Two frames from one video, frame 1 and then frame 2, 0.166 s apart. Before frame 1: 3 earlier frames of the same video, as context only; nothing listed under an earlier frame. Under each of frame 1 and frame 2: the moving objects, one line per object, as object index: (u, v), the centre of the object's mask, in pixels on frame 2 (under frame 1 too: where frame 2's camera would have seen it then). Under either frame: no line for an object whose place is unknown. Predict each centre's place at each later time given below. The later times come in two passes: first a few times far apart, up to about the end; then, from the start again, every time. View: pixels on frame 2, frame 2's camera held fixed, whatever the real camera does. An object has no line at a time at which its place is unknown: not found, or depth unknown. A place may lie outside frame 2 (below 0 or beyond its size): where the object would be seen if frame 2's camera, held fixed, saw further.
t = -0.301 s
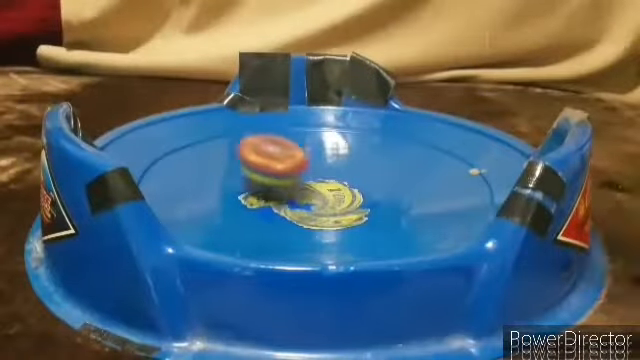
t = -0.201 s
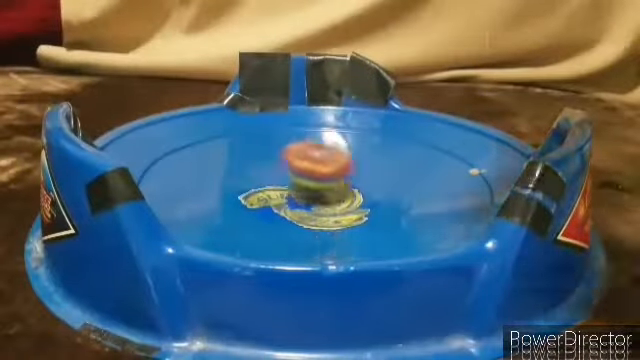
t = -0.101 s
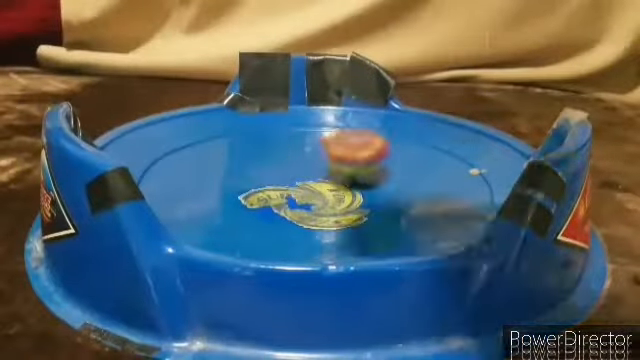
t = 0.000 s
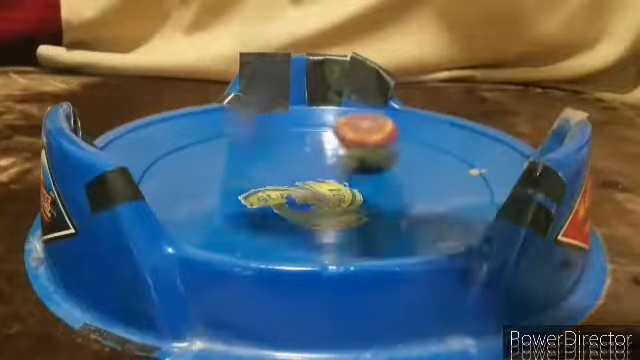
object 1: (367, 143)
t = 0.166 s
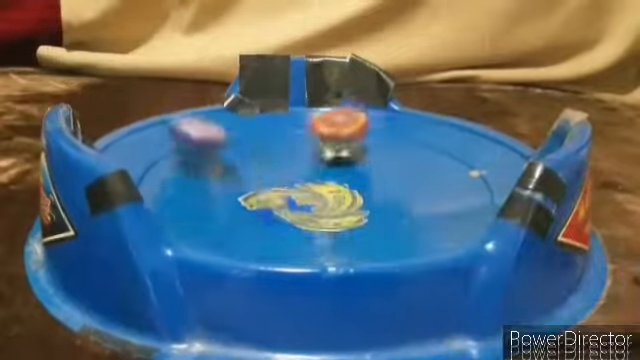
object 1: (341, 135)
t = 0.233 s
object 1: (320, 138)
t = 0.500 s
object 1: (287, 196)
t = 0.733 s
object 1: (409, 212)
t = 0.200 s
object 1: (329, 137)
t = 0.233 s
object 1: (320, 138)
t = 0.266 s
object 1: (311, 142)
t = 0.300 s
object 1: (296, 147)
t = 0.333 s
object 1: (287, 154)
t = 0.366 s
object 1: (277, 161)
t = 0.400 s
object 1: (271, 170)
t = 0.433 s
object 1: (271, 179)
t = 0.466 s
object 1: (277, 190)
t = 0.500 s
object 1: (287, 196)
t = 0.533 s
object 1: (301, 205)
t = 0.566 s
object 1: (319, 211)
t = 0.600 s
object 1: (338, 213)
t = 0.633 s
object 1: (360, 216)
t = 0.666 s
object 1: (379, 216)
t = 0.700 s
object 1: (398, 215)
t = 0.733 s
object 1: (409, 212)
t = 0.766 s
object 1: (418, 207)
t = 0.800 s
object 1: (425, 203)
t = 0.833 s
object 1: (434, 198)
